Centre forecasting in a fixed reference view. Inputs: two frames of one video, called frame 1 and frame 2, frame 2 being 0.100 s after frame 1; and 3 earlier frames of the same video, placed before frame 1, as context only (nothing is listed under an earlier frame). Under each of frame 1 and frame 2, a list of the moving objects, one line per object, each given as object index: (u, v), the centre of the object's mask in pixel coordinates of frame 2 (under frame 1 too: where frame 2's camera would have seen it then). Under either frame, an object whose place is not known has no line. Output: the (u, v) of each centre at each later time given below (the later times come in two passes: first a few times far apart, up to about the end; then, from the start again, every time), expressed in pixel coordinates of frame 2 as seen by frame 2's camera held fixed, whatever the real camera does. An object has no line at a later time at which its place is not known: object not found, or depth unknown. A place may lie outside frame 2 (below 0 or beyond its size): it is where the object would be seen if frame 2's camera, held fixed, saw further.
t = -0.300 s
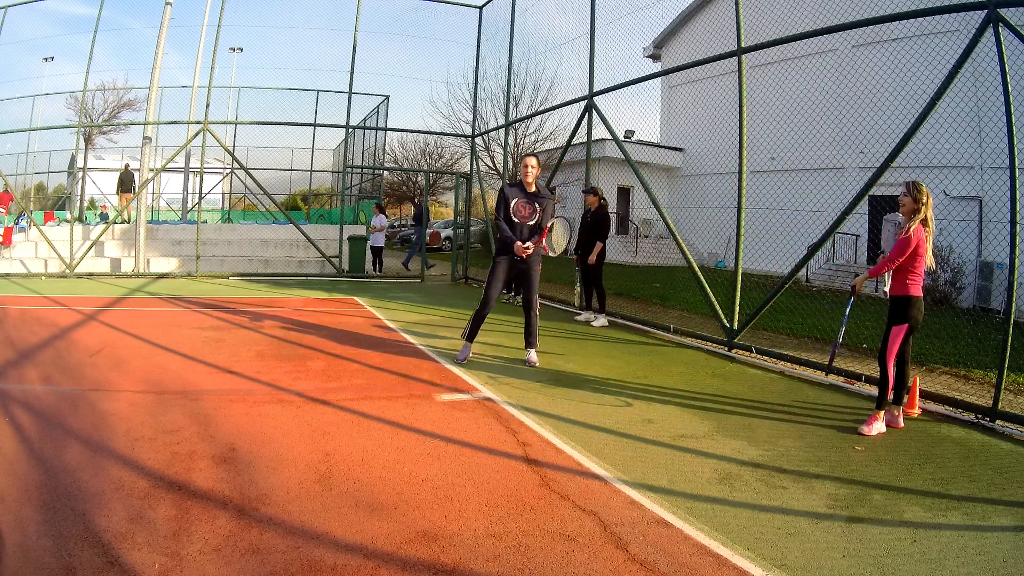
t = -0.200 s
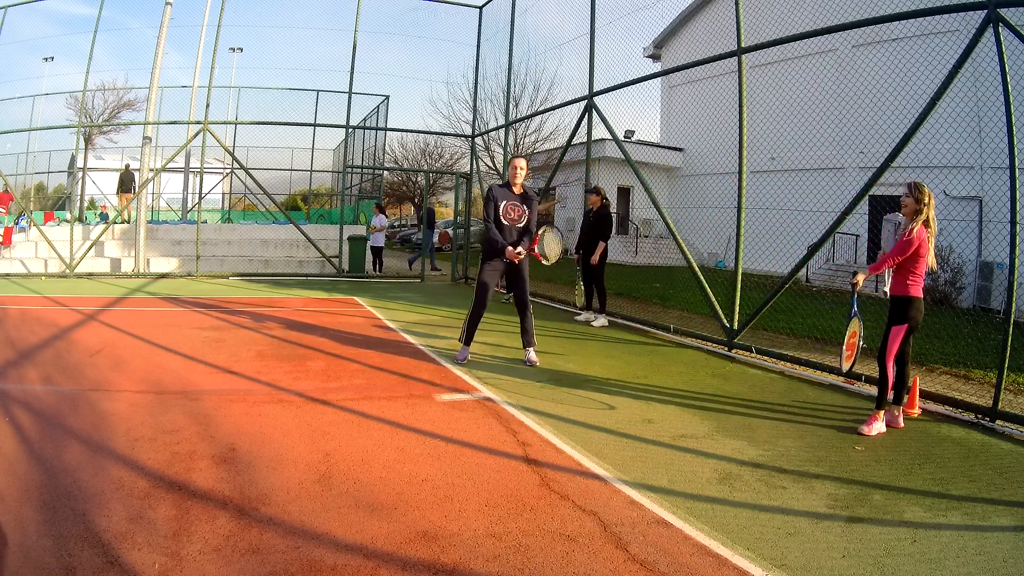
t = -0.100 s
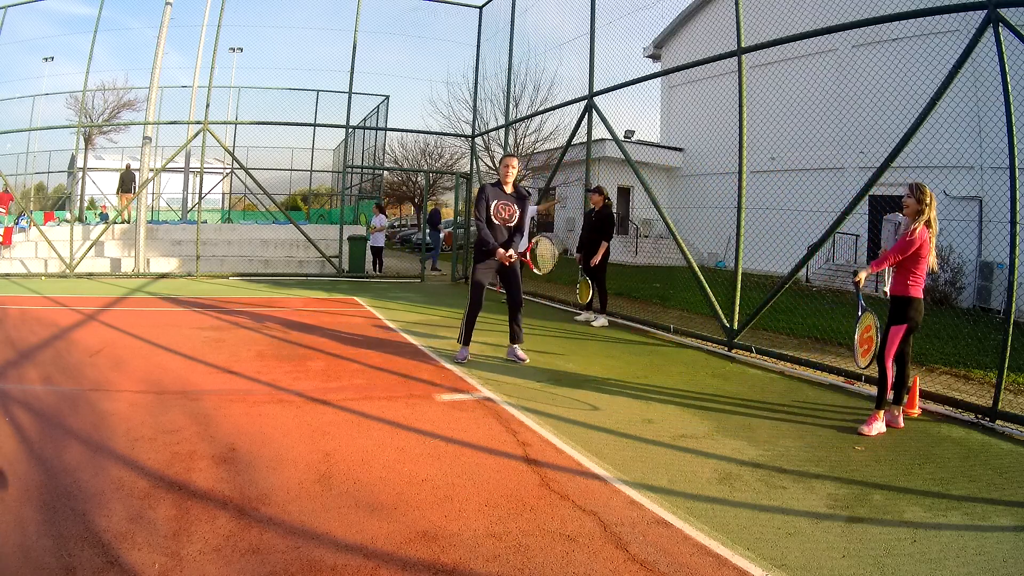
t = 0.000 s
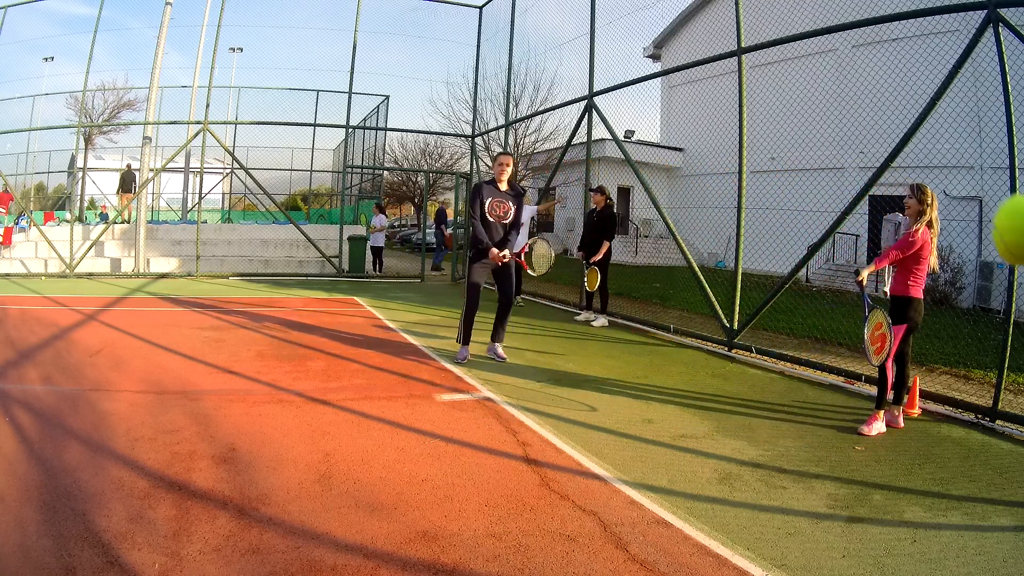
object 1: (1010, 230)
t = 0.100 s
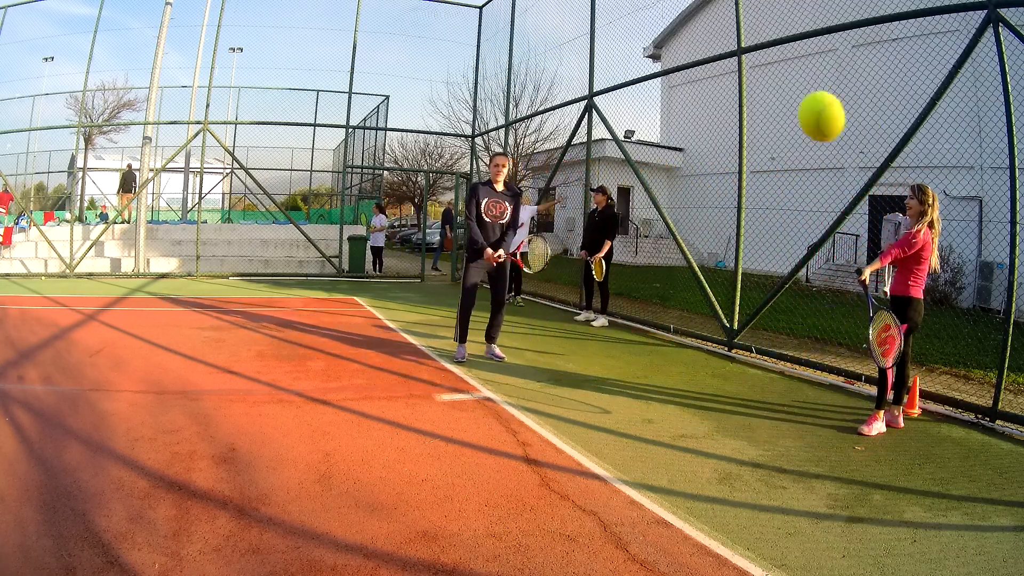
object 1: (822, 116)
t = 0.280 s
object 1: (648, 155)
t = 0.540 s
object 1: (546, 340)
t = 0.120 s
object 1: (793, 111)
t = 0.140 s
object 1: (767, 109)
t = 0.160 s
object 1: (745, 110)
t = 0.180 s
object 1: (724, 114)
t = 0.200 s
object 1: (706, 119)
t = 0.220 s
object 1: (689, 126)
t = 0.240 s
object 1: (674, 135)
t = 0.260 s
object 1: (660, 144)
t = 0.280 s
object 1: (648, 155)
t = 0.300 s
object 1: (636, 166)
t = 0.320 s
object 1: (626, 178)
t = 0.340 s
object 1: (616, 191)
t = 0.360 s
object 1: (606, 205)
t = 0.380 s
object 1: (597, 219)
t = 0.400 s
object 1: (590, 233)
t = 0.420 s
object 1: (582, 248)
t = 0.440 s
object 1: (575, 263)
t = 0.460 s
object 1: (568, 278)
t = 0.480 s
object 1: (562, 293)
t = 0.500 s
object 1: (556, 308)
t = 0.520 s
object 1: (551, 324)
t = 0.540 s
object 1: (546, 340)
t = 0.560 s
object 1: (541, 355)
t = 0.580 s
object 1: (536, 371)
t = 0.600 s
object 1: (531, 386)
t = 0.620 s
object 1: (527, 402)
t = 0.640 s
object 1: (523, 417)
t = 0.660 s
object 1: (520, 432)
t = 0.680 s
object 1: (516, 447)
